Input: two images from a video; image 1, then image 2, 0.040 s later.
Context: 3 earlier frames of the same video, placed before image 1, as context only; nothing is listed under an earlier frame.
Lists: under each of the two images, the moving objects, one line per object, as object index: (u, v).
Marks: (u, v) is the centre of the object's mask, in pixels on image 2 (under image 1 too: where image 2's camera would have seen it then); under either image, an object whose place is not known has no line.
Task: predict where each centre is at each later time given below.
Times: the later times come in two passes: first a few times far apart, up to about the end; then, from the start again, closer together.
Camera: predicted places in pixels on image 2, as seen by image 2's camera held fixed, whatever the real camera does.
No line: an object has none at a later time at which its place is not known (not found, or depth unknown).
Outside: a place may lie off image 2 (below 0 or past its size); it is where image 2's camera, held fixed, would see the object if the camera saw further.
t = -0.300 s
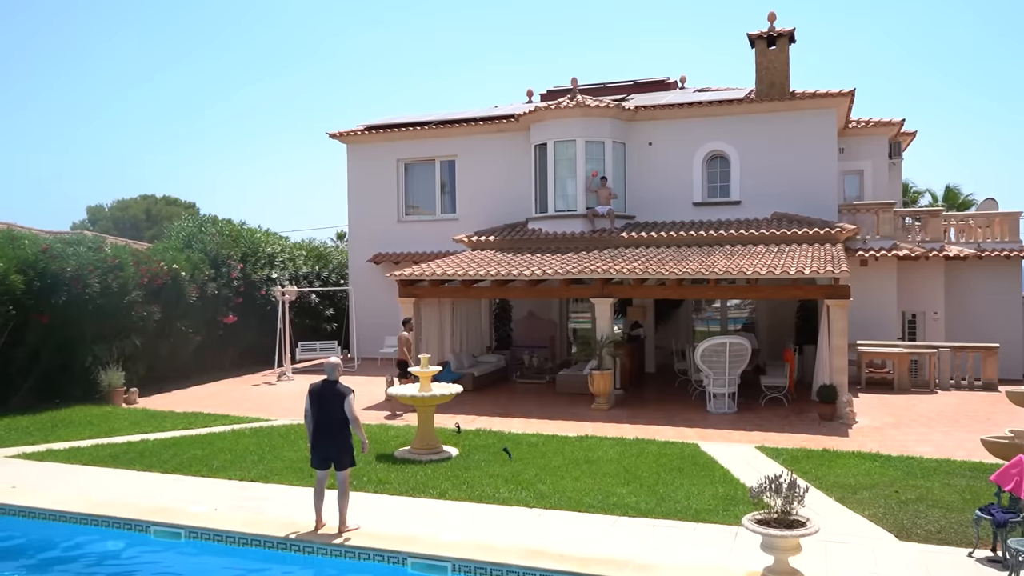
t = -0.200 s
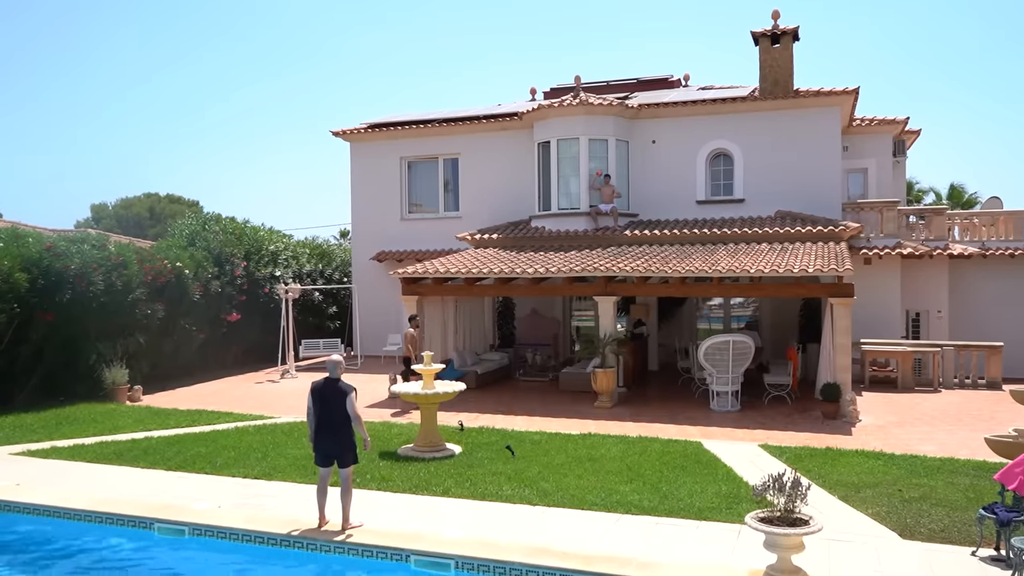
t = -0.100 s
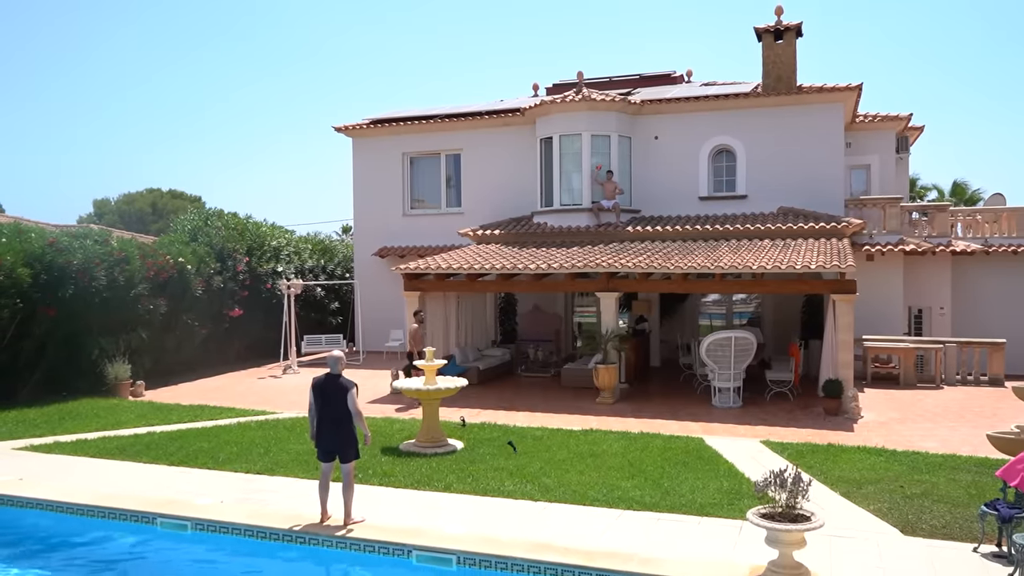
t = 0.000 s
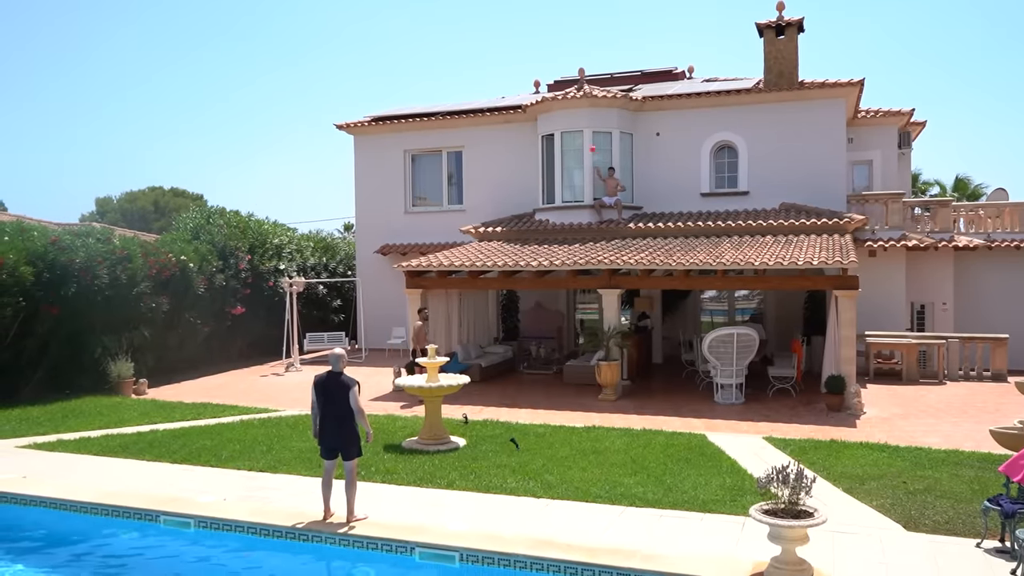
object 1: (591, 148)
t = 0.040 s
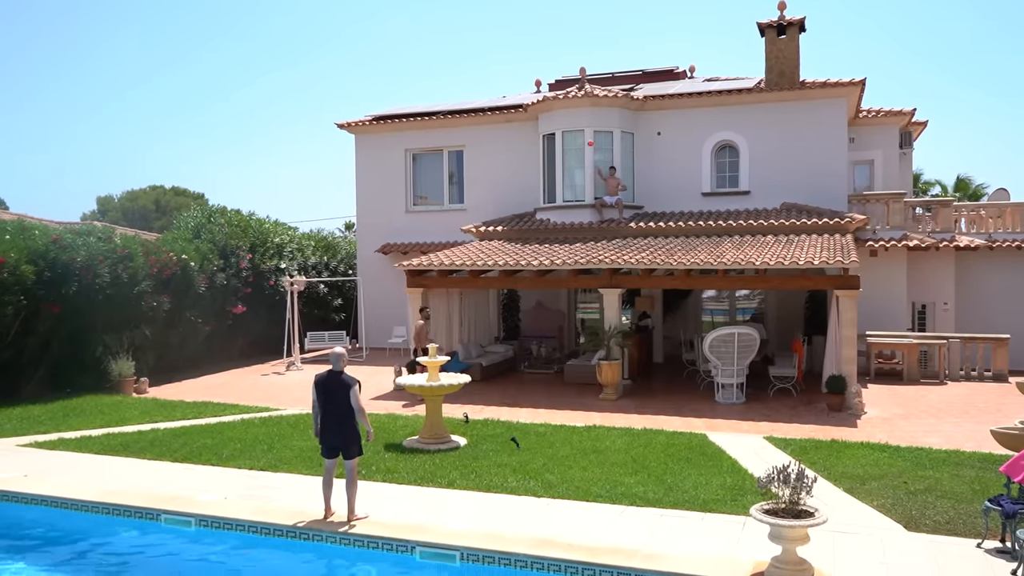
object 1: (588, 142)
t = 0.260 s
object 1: (565, 119)
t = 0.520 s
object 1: (537, 119)
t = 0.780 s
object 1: (496, 152)
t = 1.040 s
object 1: (438, 240)
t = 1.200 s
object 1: (390, 337)
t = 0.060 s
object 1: (587, 140)
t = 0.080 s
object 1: (585, 137)
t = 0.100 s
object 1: (583, 134)
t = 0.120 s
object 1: (582, 132)
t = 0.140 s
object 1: (580, 130)
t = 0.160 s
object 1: (574, 128)
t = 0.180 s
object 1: (572, 124)
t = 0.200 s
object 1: (569, 124)
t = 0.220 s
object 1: (570, 124)
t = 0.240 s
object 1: (569, 122)
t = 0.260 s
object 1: (565, 119)
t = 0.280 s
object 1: (566, 120)
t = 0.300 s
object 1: (564, 119)
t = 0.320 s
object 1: (562, 118)
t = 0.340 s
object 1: (558, 117)
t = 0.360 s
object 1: (556, 117)
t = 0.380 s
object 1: (553, 116)
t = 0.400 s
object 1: (551, 116)
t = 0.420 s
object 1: (550, 116)
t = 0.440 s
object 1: (546, 117)
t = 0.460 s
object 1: (544, 118)
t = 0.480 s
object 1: (543, 118)
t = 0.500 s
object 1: (540, 118)
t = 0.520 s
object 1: (537, 119)
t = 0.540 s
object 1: (535, 120)
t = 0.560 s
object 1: (532, 121)
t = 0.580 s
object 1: (529, 123)
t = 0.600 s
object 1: (526, 124)
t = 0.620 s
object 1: (523, 126)
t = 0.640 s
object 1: (520, 129)
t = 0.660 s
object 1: (517, 132)
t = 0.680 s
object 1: (514, 135)
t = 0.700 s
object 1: (511, 137)
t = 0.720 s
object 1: (507, 140)
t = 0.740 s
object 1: (503, 144)
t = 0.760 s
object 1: (500, 148)
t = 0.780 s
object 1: (496, 152)
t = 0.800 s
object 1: (492, 156)
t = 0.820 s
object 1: (488, 161)
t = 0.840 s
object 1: (484, 166)
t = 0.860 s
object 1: (480, 171)
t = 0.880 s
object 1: (476, 177)
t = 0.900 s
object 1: (472, 184)
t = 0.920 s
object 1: (468, 191)
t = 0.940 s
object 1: (463, 197)
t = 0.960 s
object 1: (458, 205)
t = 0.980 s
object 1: (454, 213)
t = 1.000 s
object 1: (449, 221)
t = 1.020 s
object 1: (444, 230)
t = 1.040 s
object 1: (438, 240)
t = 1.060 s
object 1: (432, 249)
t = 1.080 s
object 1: (427, 260)
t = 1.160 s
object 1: (404, 309)
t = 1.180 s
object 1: (397, 322)
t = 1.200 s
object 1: (390, 337)
